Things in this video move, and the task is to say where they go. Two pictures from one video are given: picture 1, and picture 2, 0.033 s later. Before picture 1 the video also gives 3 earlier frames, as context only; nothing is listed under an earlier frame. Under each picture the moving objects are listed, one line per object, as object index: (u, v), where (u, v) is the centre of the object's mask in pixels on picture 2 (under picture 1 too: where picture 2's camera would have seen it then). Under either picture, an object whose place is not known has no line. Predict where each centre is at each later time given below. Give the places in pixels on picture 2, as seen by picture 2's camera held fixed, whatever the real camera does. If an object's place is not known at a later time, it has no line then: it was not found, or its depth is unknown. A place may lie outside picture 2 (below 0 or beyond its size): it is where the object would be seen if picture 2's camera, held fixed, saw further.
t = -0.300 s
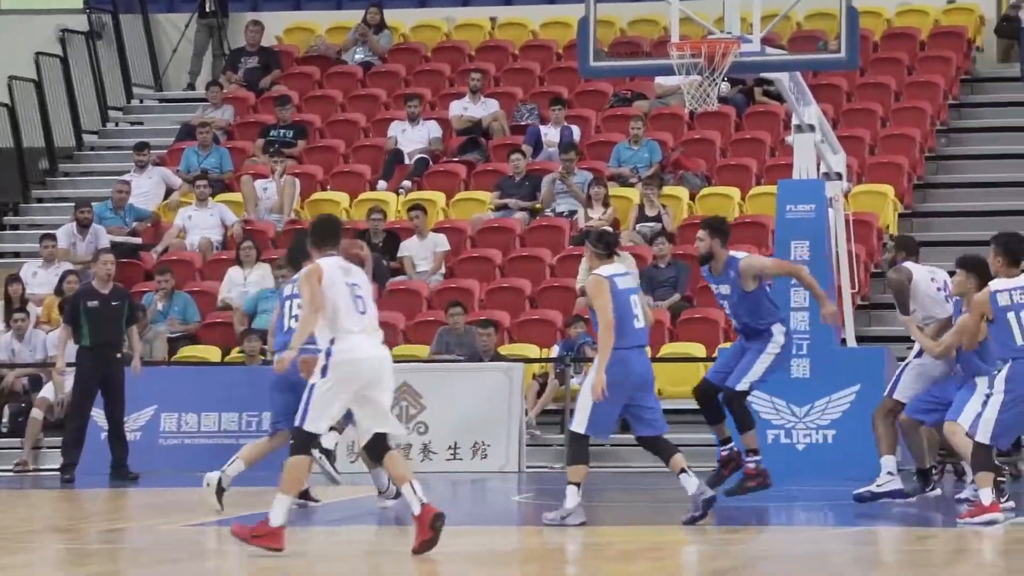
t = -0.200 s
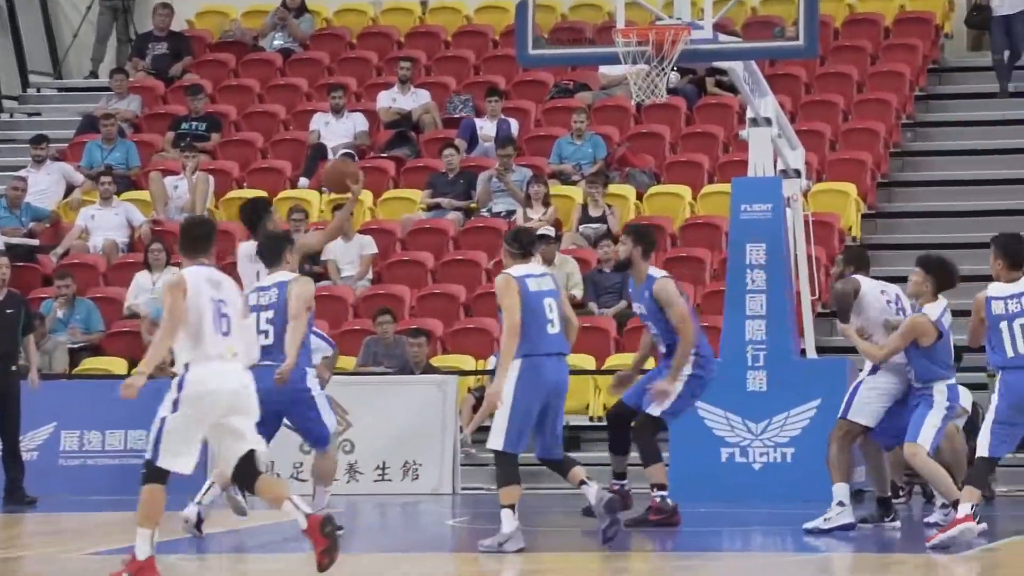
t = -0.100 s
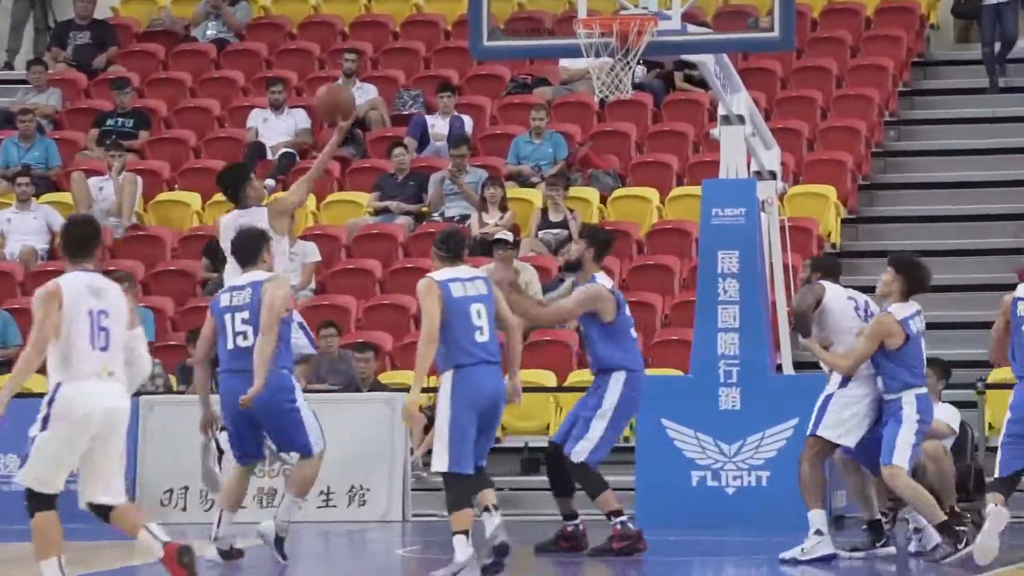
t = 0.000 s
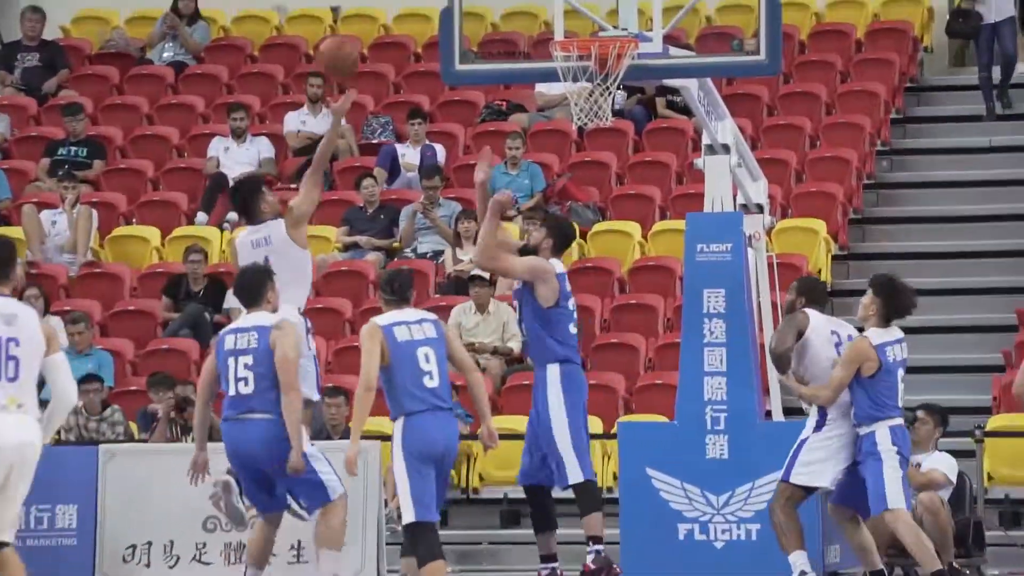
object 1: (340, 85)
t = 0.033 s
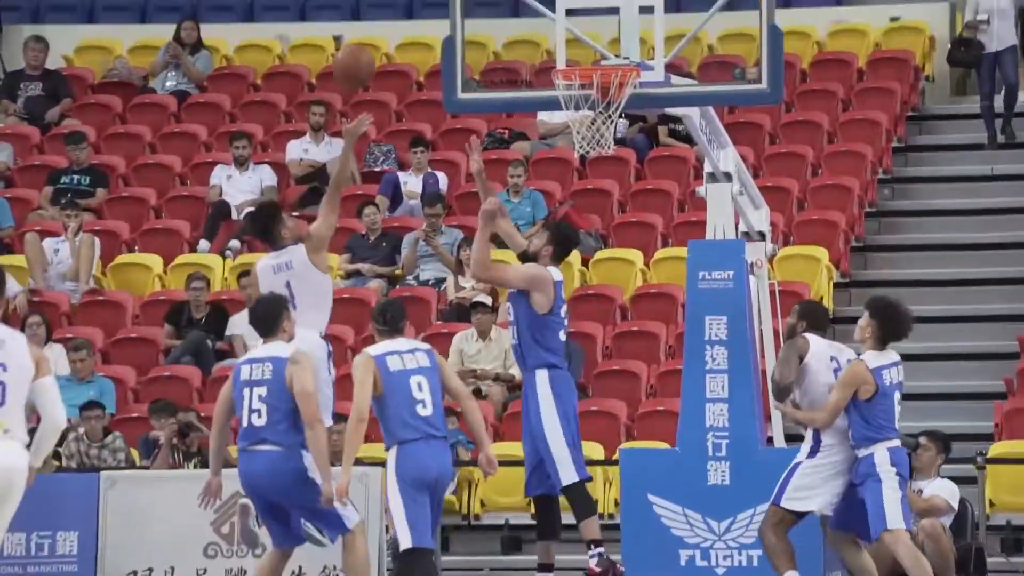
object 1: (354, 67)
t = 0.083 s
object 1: (375, 41)
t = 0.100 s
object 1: (382, 34)
